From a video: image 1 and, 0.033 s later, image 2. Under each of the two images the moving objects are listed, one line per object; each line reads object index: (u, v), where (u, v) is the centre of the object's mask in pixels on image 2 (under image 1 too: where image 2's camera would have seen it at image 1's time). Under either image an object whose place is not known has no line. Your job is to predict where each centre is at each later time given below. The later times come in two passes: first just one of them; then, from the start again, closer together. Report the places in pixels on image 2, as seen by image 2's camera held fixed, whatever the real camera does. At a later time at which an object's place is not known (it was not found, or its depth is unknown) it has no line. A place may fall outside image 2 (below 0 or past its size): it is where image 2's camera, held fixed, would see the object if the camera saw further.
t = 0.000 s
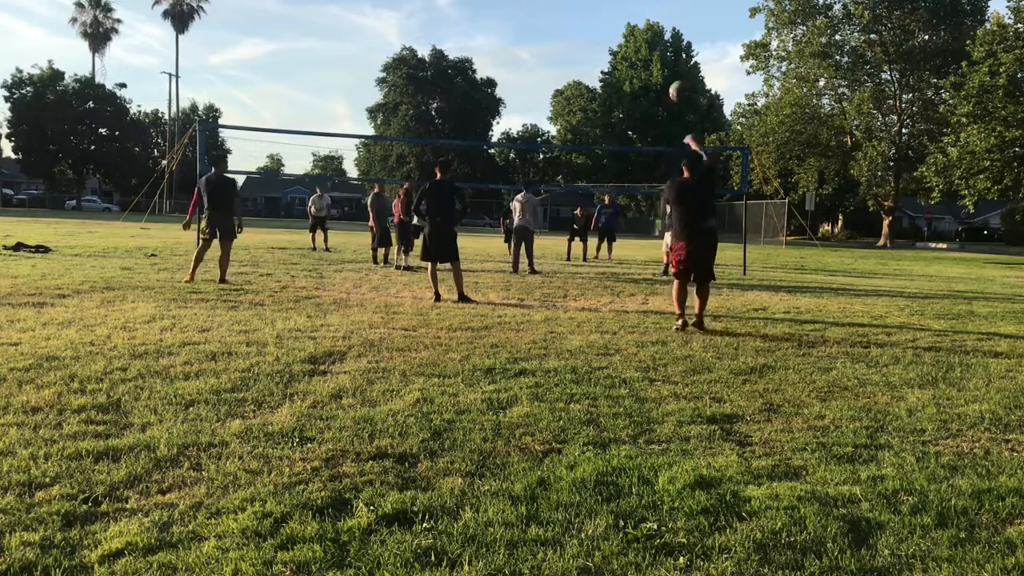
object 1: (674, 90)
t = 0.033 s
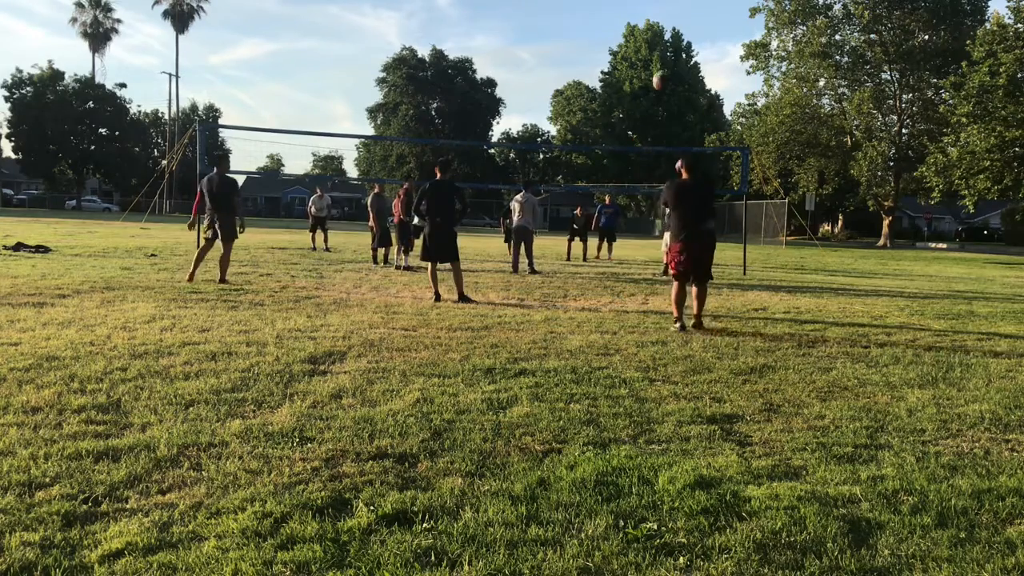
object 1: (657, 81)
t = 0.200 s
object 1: (600, 48)
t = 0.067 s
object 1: (645, 71)
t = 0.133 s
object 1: (619, 57)
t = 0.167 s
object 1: (610, 52)
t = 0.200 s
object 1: (600, 48)
